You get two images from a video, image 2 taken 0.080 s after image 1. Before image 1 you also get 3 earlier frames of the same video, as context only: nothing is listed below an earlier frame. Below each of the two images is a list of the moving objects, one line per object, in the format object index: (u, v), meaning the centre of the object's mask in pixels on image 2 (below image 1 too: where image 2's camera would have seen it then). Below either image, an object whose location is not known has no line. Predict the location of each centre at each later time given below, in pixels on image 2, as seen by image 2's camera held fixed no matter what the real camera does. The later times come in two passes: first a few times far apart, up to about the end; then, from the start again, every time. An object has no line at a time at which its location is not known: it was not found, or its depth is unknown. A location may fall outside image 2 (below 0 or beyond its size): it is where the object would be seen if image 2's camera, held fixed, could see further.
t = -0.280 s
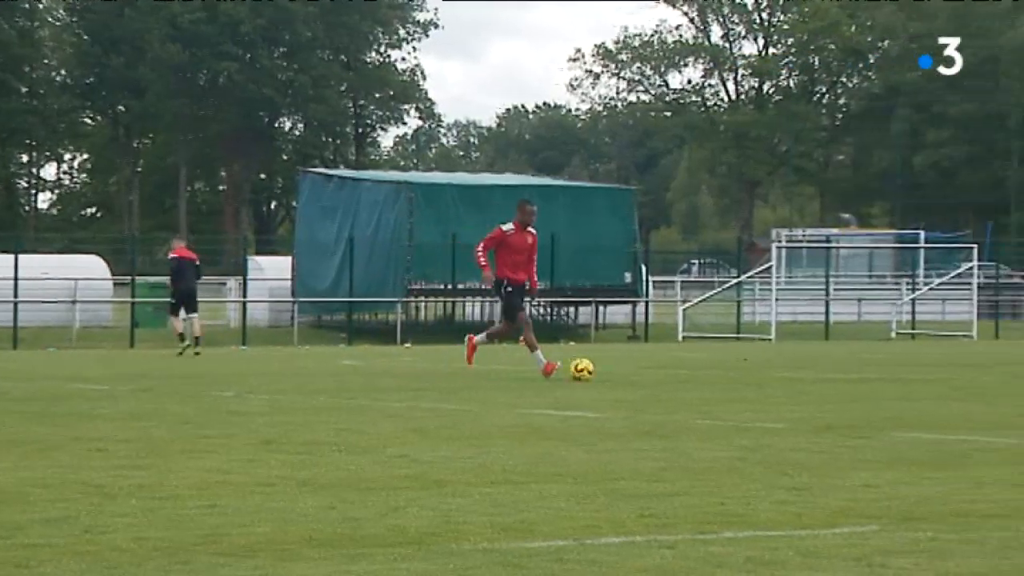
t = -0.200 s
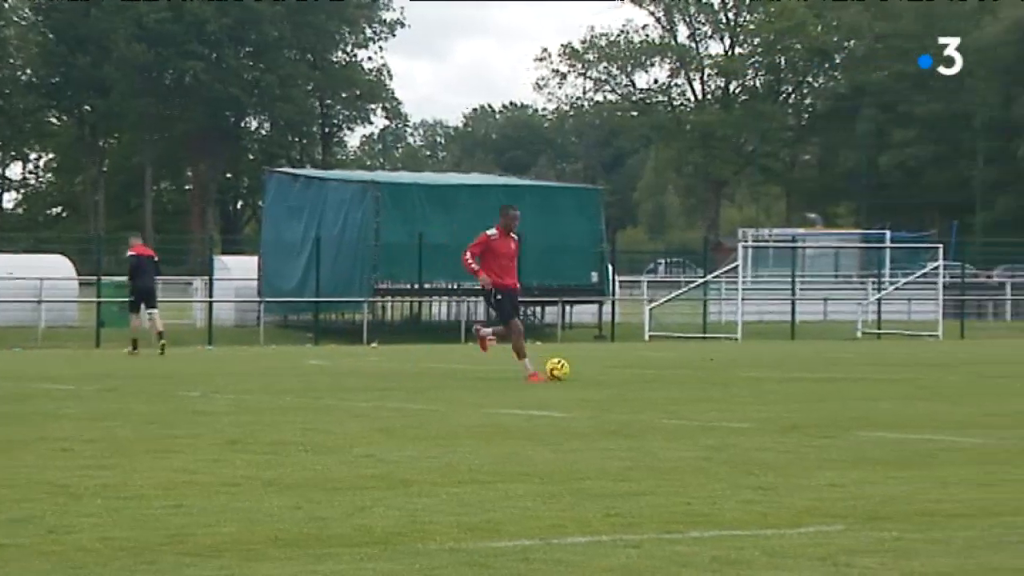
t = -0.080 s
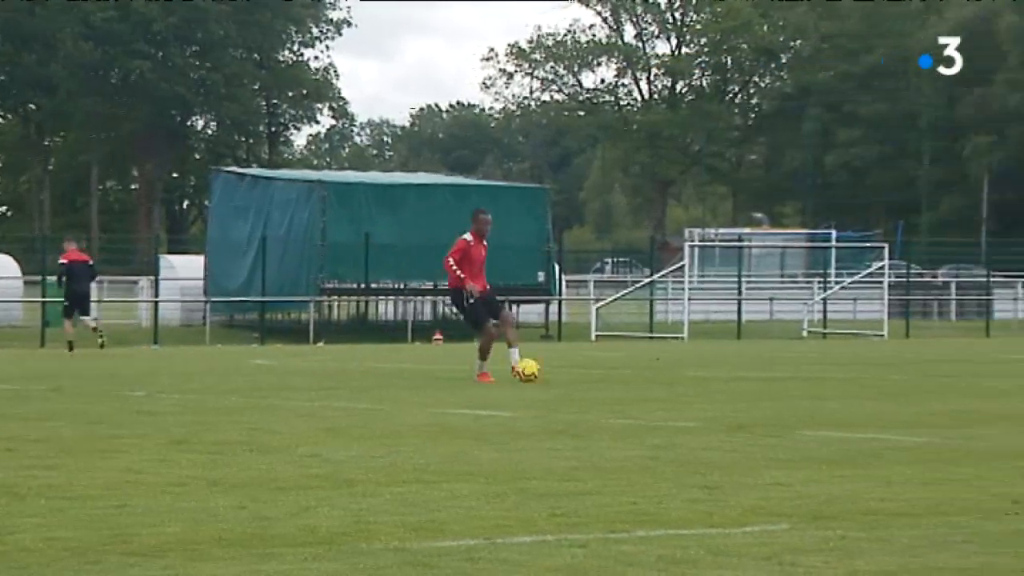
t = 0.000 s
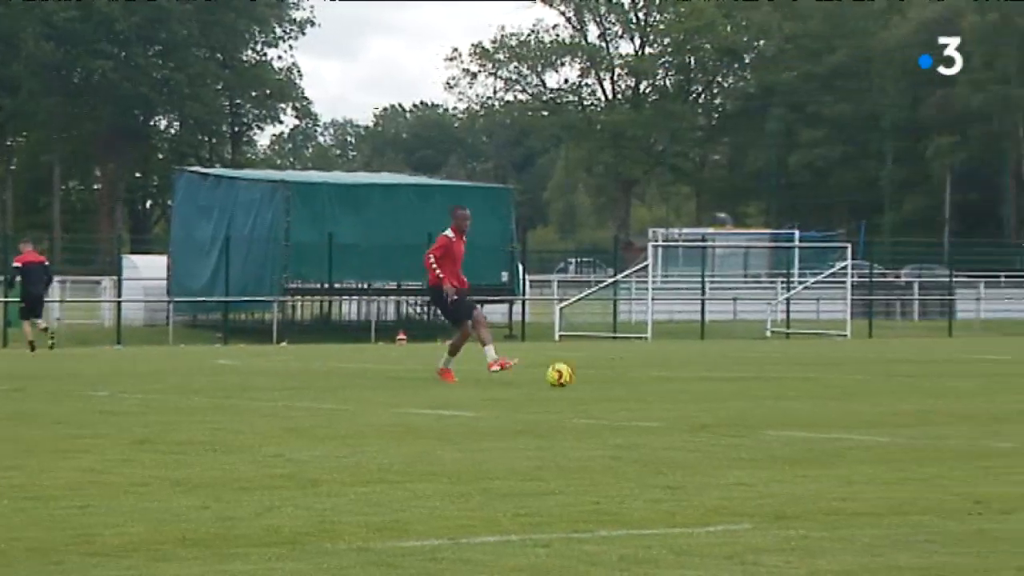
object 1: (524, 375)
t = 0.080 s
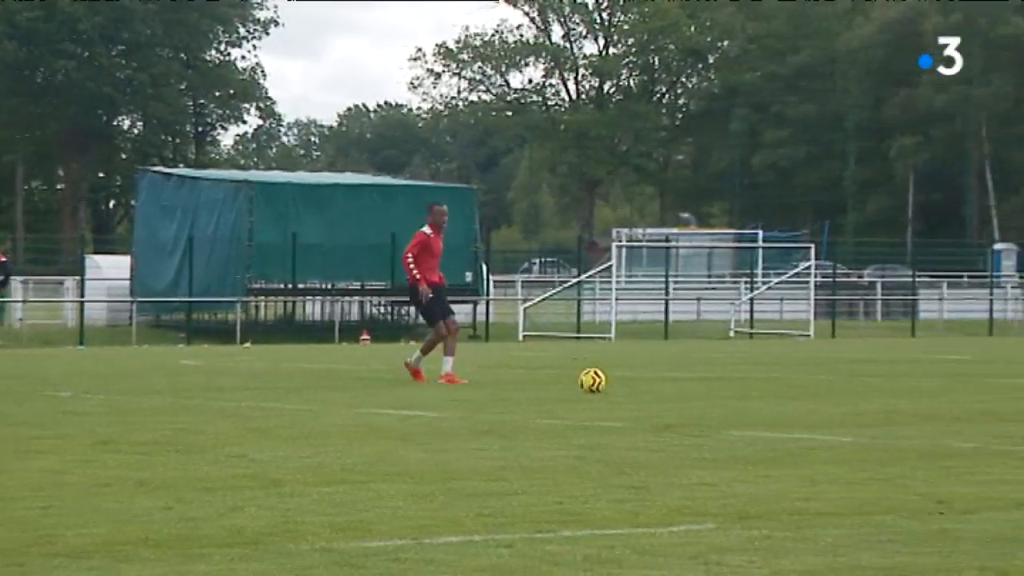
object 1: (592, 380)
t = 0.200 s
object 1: (695, 382)
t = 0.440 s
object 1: (910, 399)
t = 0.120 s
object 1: (628, 383)
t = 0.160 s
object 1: (660, 383)
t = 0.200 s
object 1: (695, 382)
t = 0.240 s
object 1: (730, 383)
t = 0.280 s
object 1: (765, 387)
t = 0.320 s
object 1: (802, 393)
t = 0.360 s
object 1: (837, 396)
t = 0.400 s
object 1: (874, 397)
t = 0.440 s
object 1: (910, 399)
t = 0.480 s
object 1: (947, 404)
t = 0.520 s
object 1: (985, 409)
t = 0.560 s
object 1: (1021, 409)
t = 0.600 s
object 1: (1059, 411)
